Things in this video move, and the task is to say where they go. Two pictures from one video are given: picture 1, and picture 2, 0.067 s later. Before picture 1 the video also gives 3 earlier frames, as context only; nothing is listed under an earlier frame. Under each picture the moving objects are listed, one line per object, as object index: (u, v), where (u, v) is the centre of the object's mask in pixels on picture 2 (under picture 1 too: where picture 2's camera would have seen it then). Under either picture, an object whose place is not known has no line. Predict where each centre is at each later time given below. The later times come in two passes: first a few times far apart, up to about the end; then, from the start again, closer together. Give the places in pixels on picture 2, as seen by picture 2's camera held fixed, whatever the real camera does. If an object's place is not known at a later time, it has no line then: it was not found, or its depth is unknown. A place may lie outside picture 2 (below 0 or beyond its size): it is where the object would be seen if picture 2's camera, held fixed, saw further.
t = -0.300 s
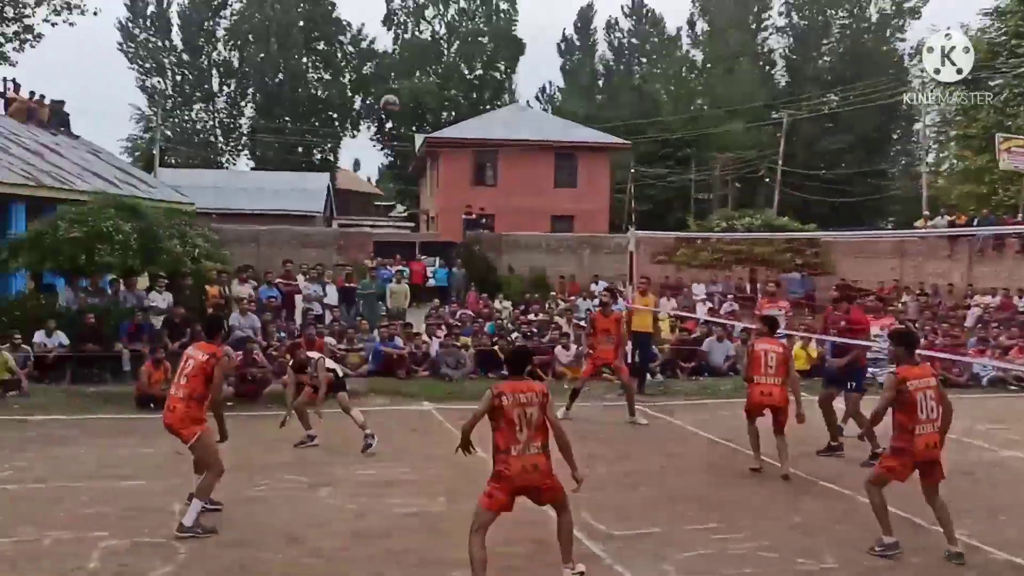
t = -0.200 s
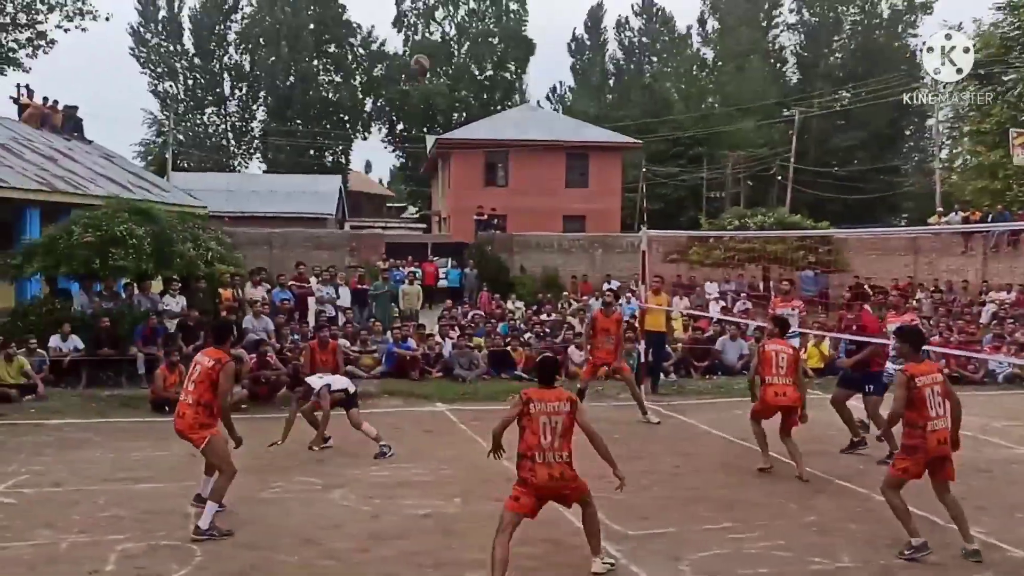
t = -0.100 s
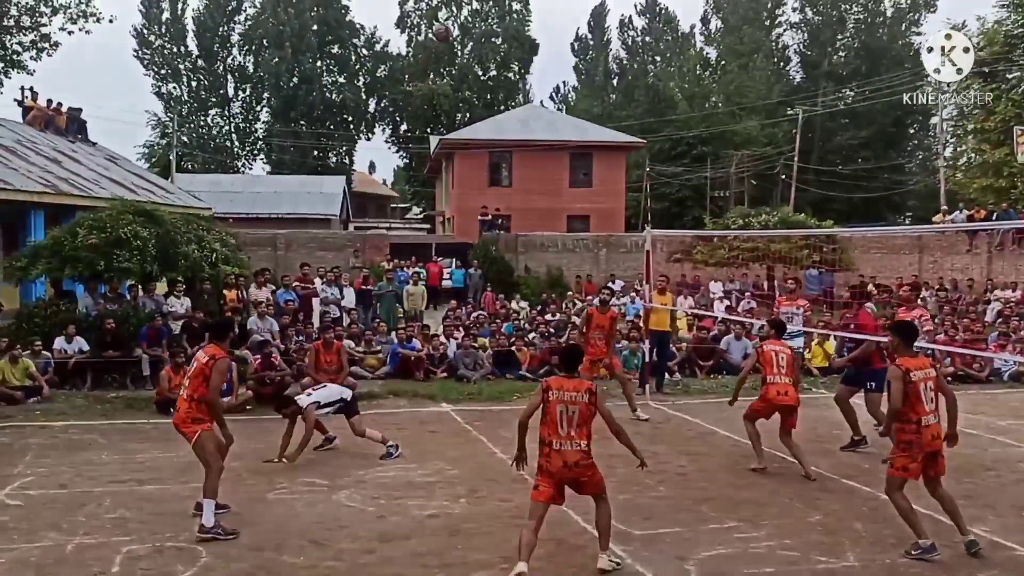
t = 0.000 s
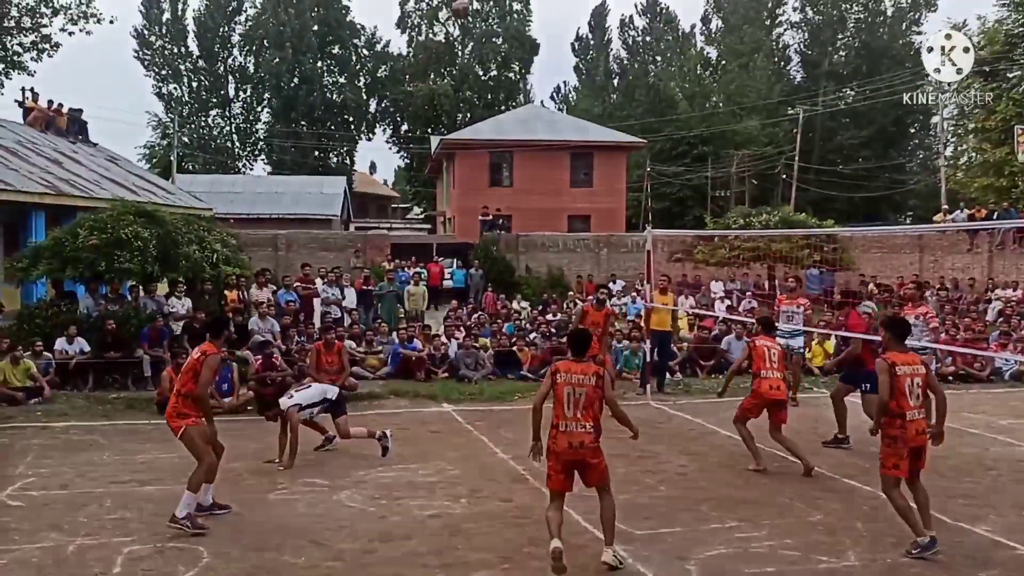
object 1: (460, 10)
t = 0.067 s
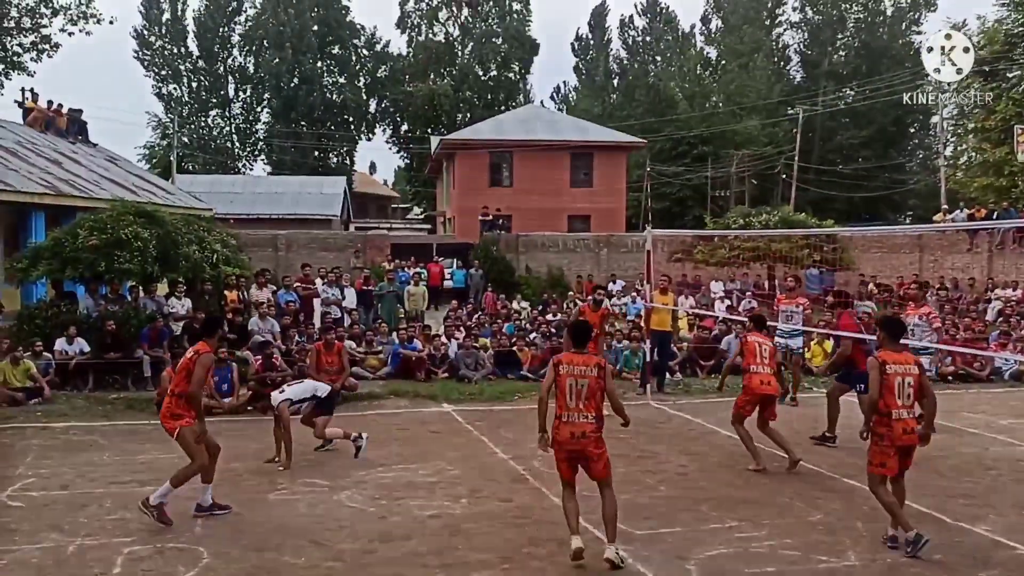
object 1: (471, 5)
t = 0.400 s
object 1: (537, 7)
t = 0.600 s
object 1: (569, 56)
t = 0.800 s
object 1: (601, 137)
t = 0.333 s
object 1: (527, 3)
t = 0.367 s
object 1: (531, 4)
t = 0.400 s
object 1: (537, 7)
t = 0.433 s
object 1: (539, 13)
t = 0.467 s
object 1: (546, 20)
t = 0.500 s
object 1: (552, 27)
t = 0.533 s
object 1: (558, 36)
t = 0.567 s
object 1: (564, 46)
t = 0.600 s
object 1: (569, 56)
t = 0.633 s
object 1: (575, 67)
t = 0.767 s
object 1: (596, 121)
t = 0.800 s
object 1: (601, 137)
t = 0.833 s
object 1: (606, 153)
